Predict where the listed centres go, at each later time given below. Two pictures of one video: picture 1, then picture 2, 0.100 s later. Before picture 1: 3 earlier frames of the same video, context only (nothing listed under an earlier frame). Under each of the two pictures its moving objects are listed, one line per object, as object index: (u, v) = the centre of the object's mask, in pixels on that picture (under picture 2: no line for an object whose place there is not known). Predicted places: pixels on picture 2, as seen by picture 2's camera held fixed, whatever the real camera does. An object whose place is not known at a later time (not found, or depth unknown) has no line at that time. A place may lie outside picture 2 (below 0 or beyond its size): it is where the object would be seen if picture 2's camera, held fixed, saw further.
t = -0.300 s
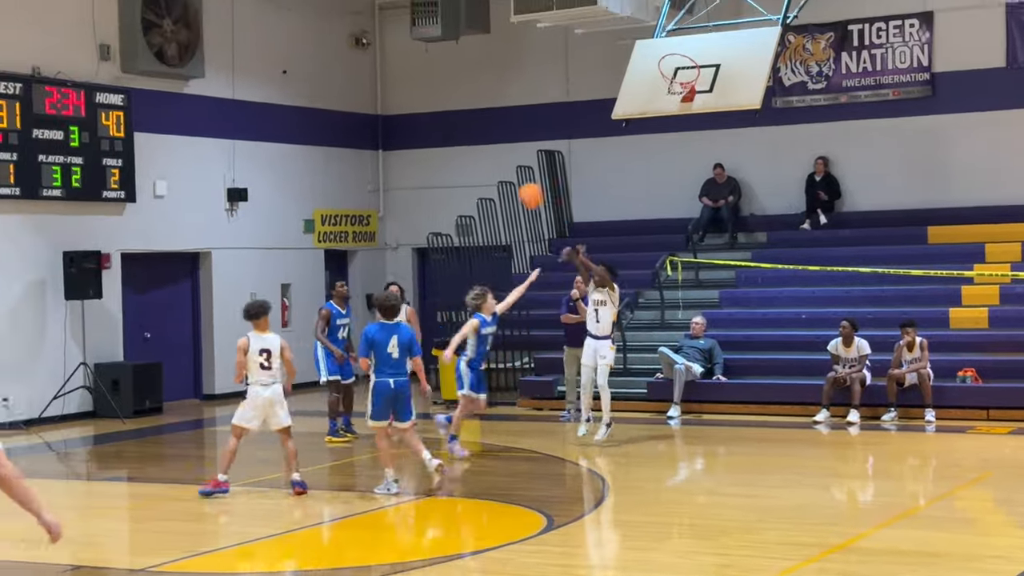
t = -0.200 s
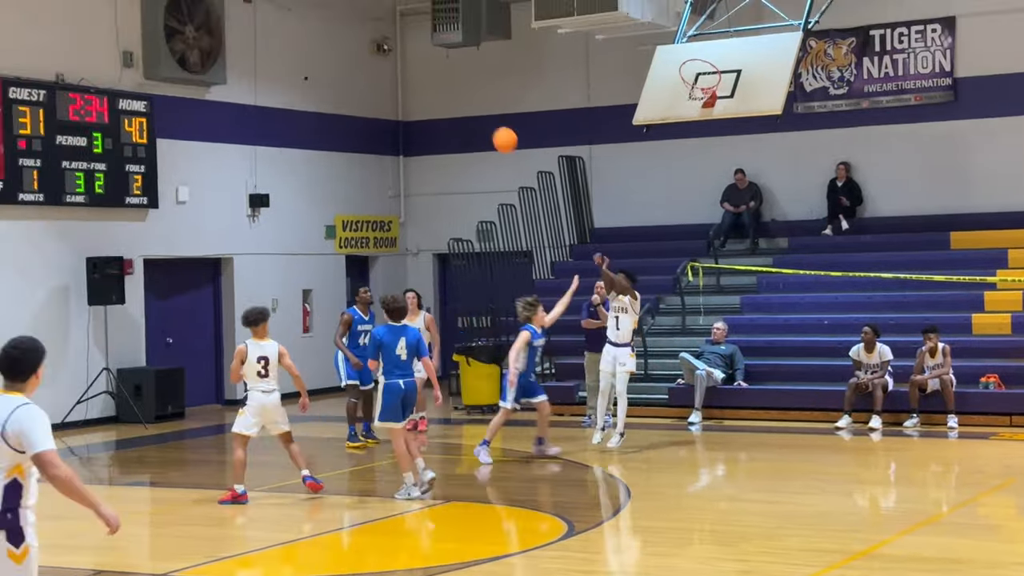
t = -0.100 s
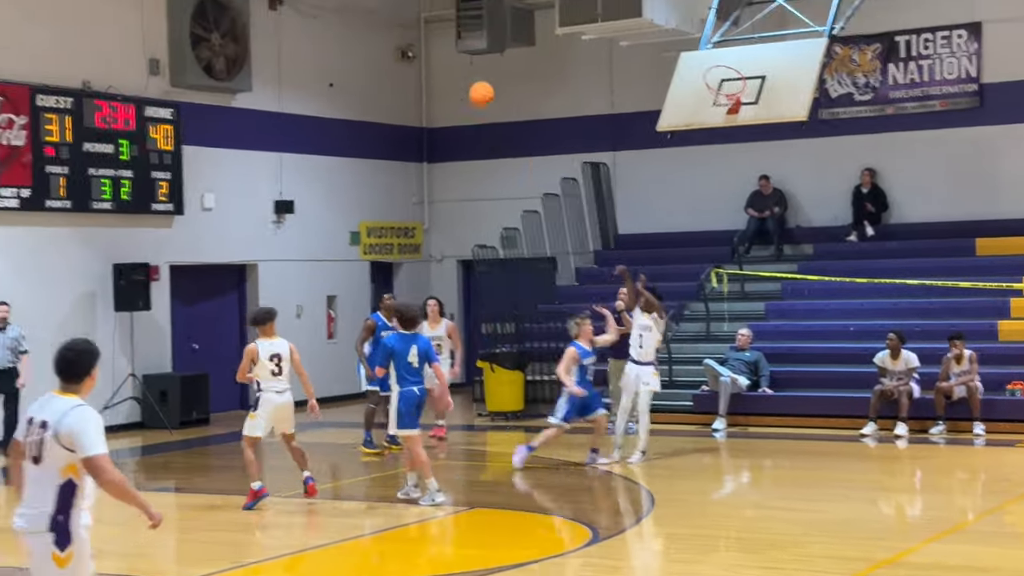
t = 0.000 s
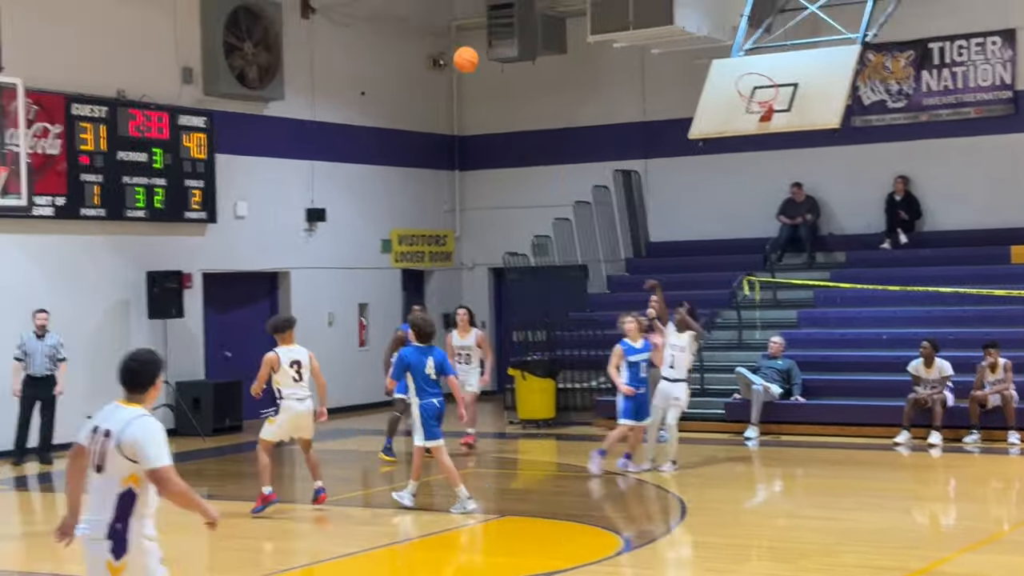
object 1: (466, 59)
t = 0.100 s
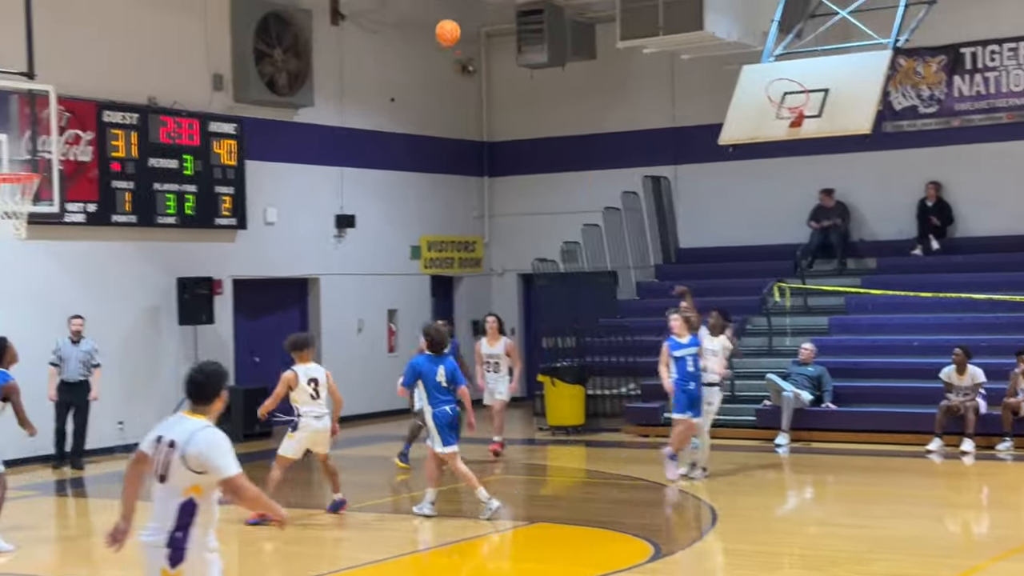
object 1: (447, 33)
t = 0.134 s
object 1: (431, 24)
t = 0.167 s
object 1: (415, 16)
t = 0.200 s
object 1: (400, 9)
